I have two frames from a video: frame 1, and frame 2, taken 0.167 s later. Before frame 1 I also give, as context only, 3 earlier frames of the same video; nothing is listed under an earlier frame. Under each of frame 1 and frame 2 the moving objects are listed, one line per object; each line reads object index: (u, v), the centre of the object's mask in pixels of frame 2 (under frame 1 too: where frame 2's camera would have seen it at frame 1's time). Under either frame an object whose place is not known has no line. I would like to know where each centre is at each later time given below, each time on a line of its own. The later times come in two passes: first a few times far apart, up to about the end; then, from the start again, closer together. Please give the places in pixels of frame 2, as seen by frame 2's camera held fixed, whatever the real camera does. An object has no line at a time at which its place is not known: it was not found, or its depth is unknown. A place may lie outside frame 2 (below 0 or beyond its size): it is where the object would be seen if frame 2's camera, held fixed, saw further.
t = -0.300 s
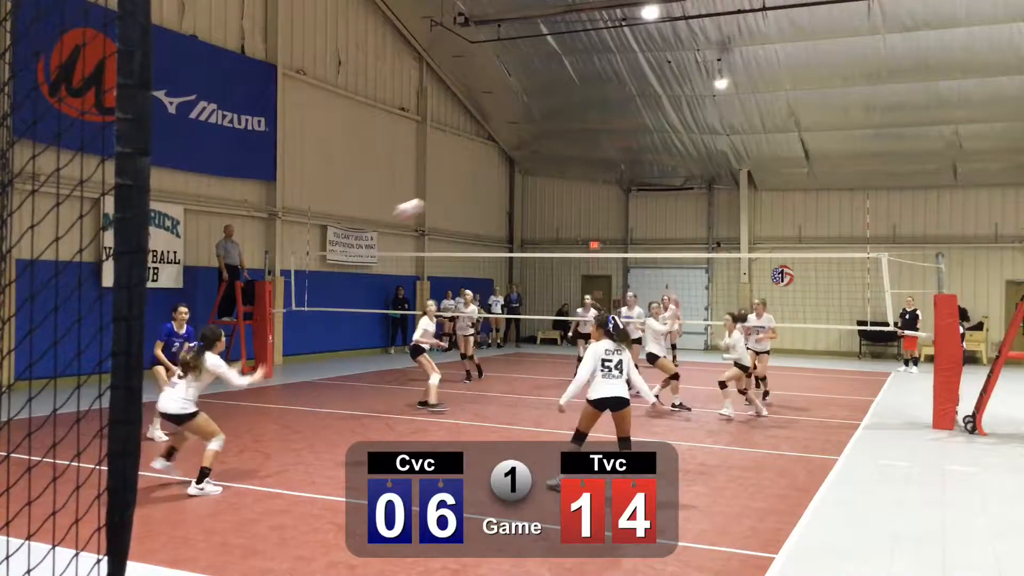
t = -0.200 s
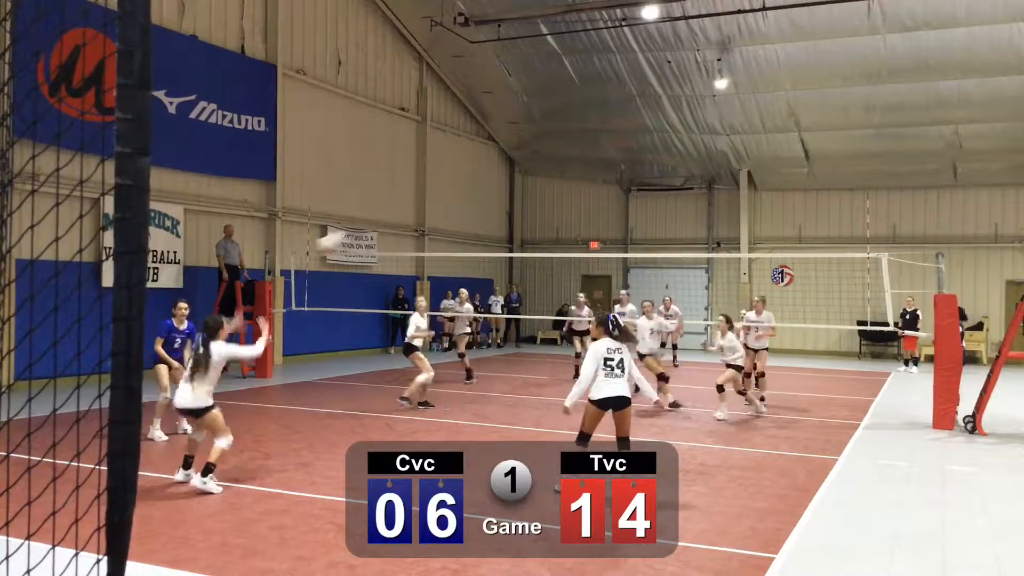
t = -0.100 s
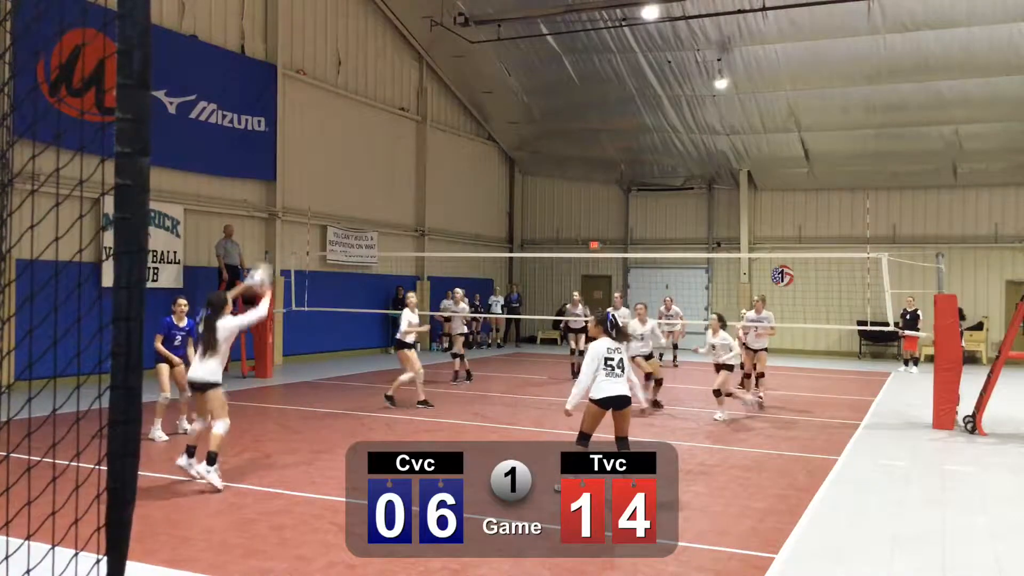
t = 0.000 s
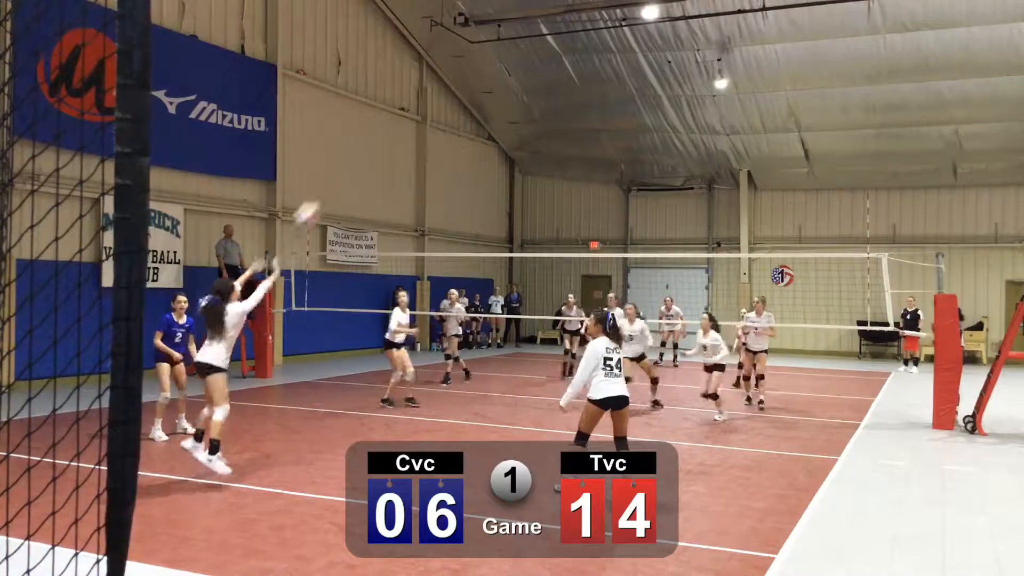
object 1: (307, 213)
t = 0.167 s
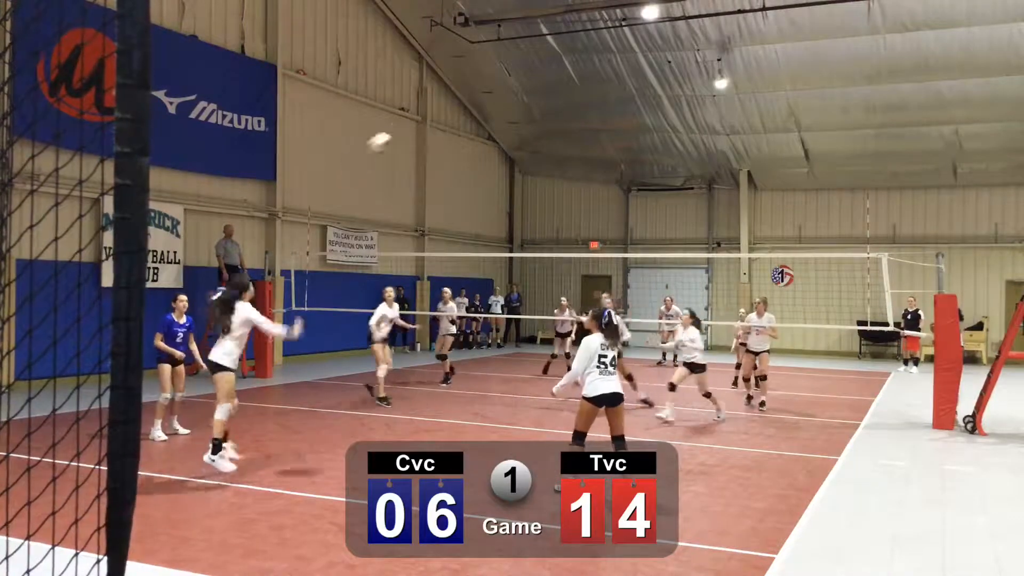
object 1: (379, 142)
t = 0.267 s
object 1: (417, 117)
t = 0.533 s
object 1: (502, 105)
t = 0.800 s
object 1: (571, 152)
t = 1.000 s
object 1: (612, 217)
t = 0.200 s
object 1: (392, 133)
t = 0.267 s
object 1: (417, 117)
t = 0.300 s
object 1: (429, 111)
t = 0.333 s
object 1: (439, 108)
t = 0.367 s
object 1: (451, 106)
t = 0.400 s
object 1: (462, 103)
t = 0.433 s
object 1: (472, 102)
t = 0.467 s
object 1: (483, 102)
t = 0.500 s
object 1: (492, 103)
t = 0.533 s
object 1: (502, 105)
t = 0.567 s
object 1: (512, 109)
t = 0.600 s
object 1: (520, 111)
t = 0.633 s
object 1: (530, 117)
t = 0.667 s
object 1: (539, 121)
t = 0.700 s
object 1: (547, 128)
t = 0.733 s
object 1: (555, 135)
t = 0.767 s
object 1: (563, 144)
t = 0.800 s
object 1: (571, 152)
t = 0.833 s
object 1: (578, 161)
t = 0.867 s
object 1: (585, 171)
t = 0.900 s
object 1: (592, 182)
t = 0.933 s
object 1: (599, 193)
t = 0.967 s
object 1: (605, 204)
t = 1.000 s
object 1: (612, 217)
